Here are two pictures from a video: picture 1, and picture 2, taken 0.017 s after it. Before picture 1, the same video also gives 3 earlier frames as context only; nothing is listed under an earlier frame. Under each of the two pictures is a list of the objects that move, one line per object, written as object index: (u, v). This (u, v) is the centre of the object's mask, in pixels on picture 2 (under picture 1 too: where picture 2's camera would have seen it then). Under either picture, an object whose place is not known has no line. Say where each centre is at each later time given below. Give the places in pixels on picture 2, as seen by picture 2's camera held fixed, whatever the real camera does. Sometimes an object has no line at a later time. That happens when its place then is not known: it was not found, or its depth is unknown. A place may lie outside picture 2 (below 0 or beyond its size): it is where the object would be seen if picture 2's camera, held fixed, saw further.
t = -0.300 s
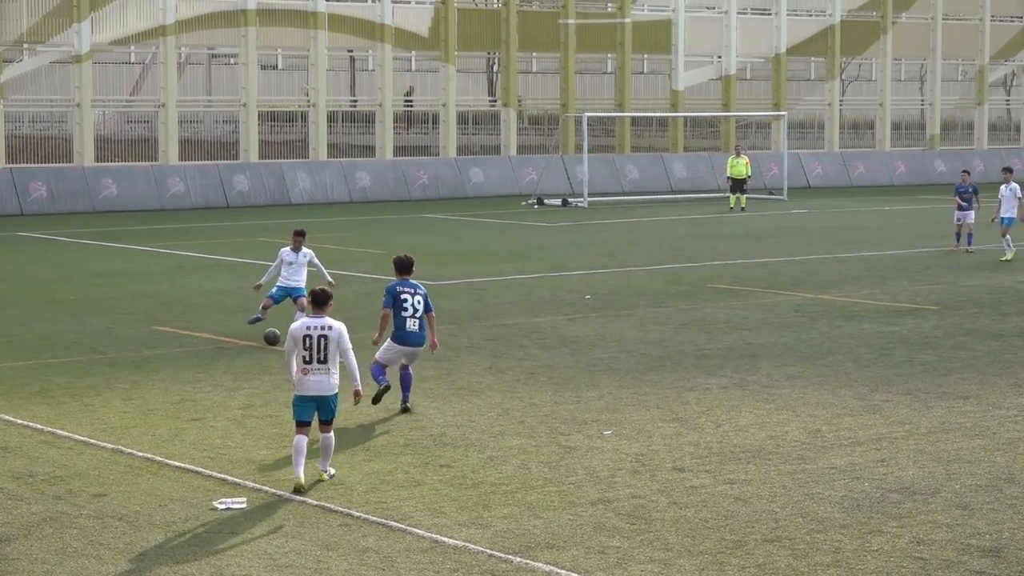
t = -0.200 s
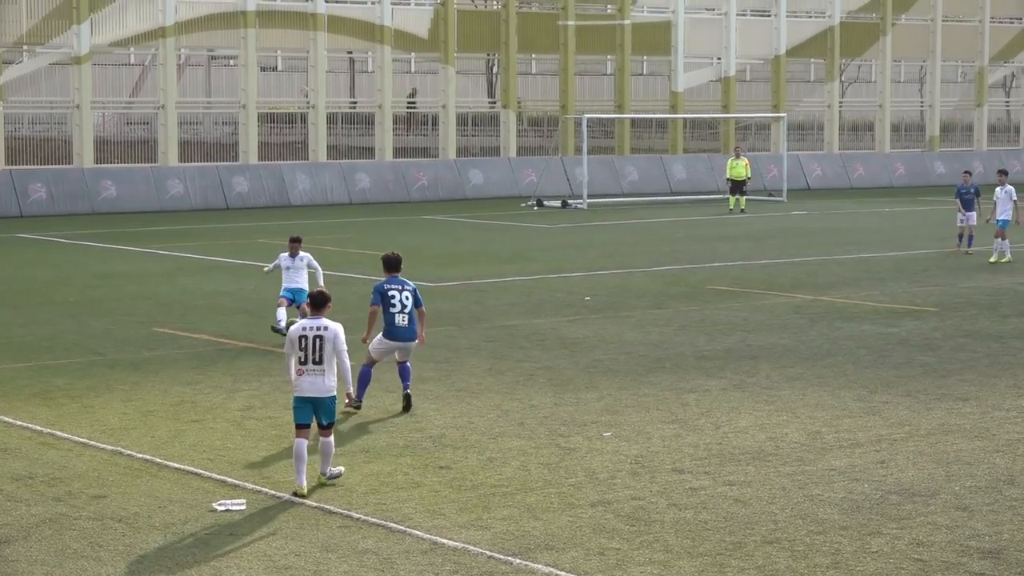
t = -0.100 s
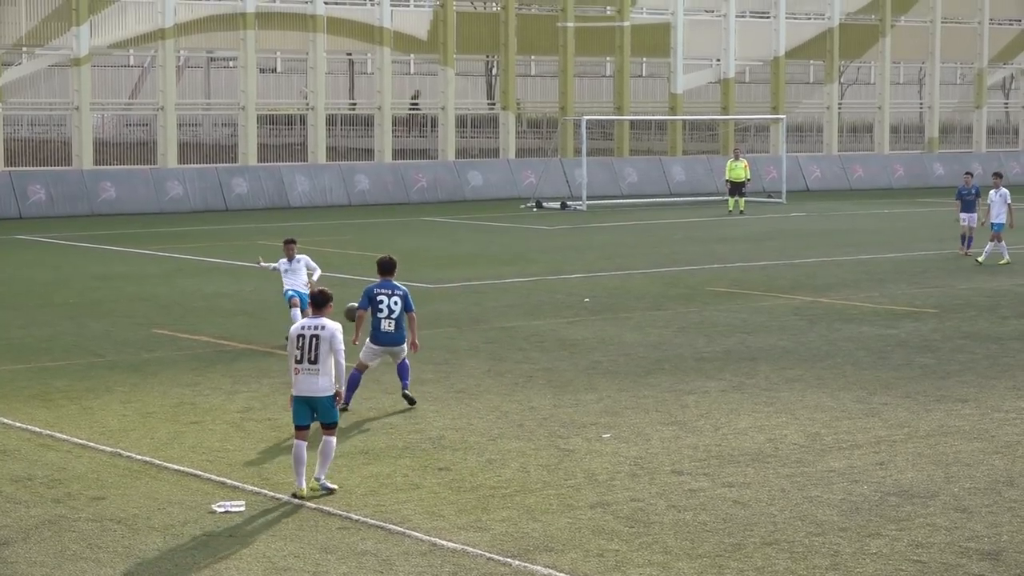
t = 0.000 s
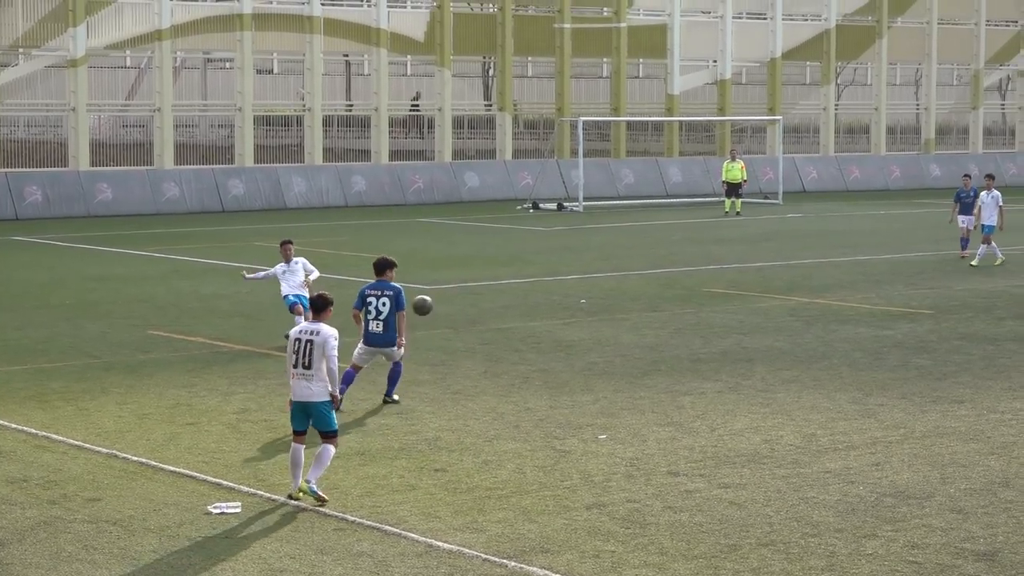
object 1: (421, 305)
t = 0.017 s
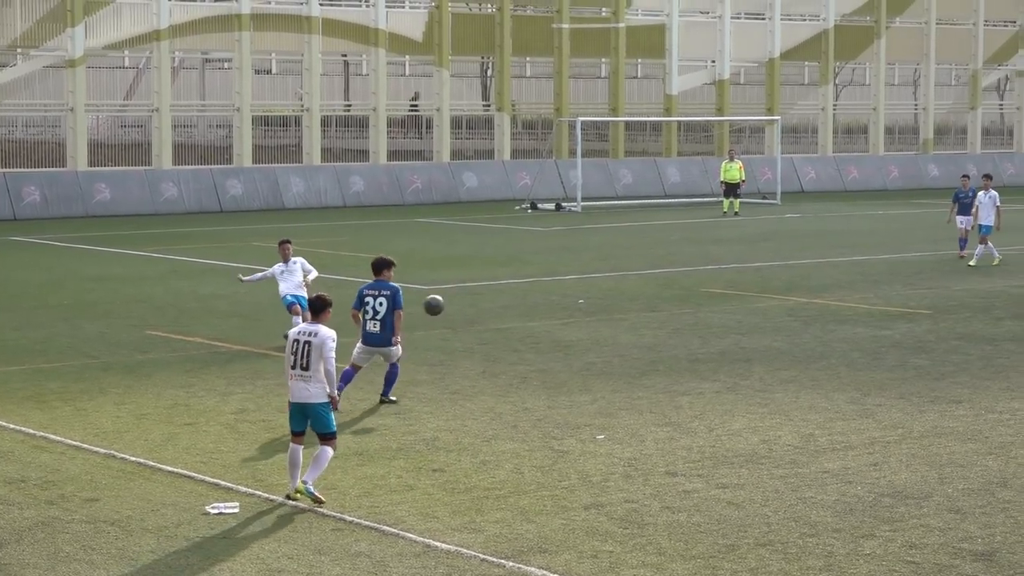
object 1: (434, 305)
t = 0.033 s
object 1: (448, 305)
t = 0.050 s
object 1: (462, 305)
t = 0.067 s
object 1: (476, 305)
